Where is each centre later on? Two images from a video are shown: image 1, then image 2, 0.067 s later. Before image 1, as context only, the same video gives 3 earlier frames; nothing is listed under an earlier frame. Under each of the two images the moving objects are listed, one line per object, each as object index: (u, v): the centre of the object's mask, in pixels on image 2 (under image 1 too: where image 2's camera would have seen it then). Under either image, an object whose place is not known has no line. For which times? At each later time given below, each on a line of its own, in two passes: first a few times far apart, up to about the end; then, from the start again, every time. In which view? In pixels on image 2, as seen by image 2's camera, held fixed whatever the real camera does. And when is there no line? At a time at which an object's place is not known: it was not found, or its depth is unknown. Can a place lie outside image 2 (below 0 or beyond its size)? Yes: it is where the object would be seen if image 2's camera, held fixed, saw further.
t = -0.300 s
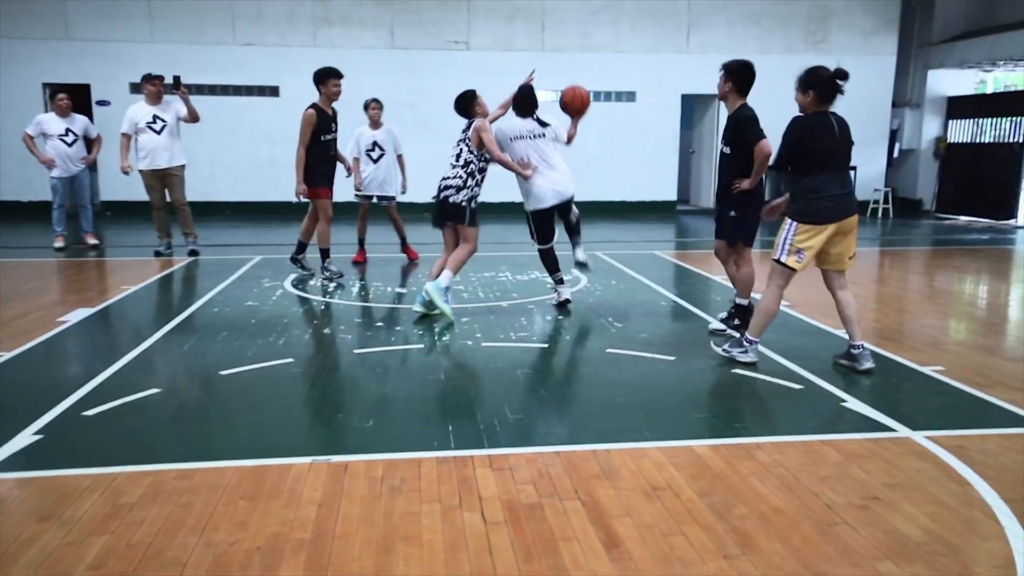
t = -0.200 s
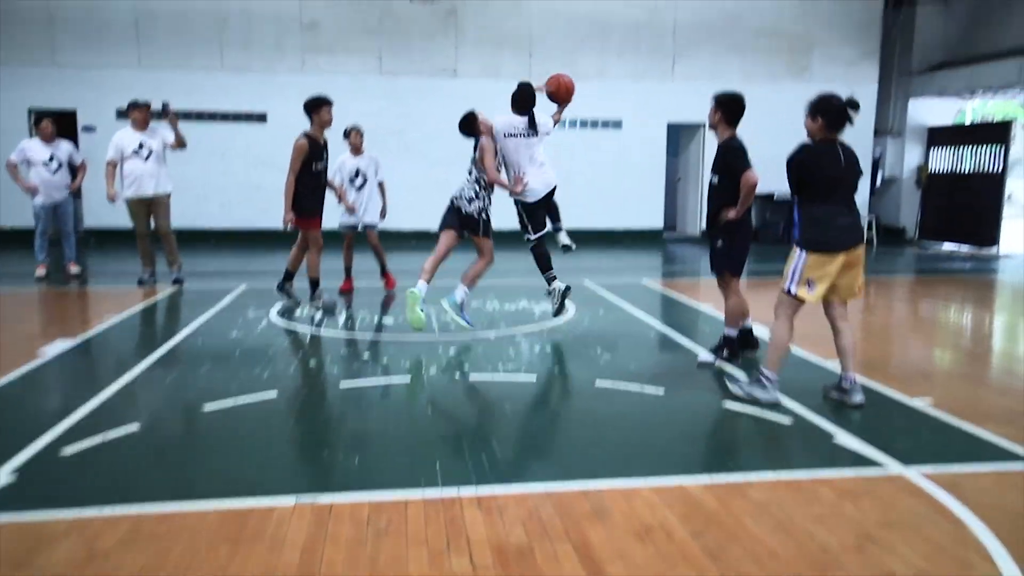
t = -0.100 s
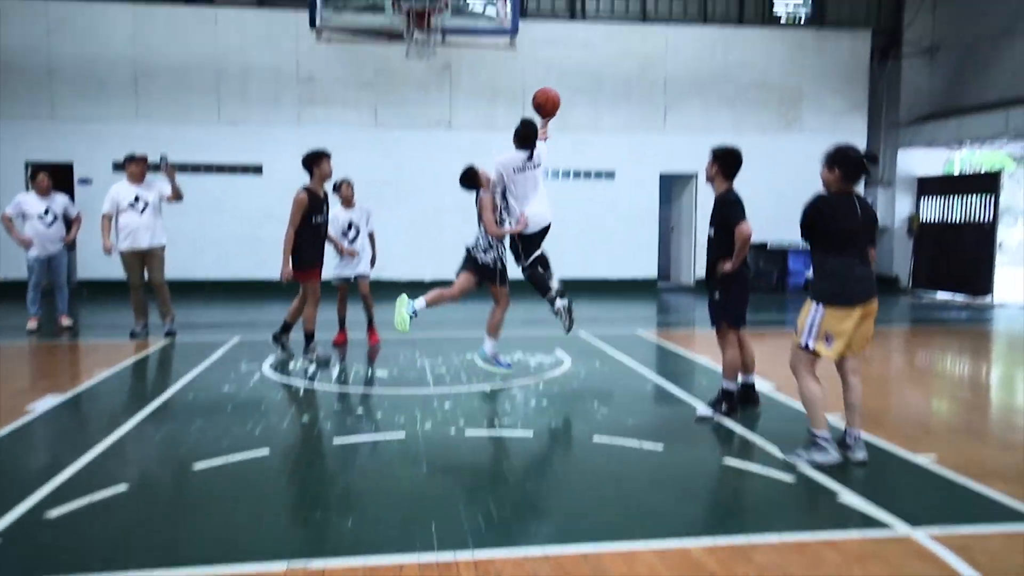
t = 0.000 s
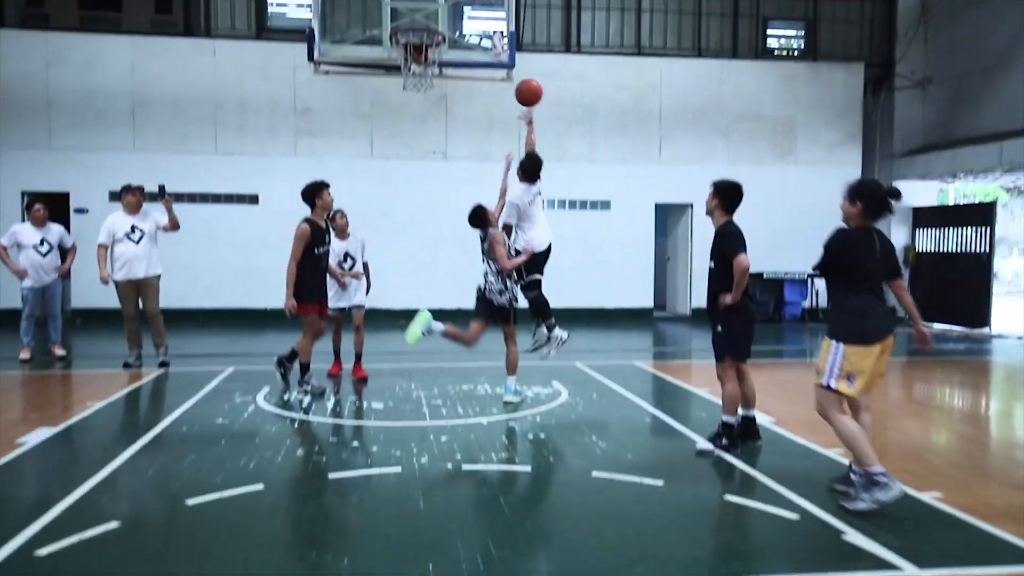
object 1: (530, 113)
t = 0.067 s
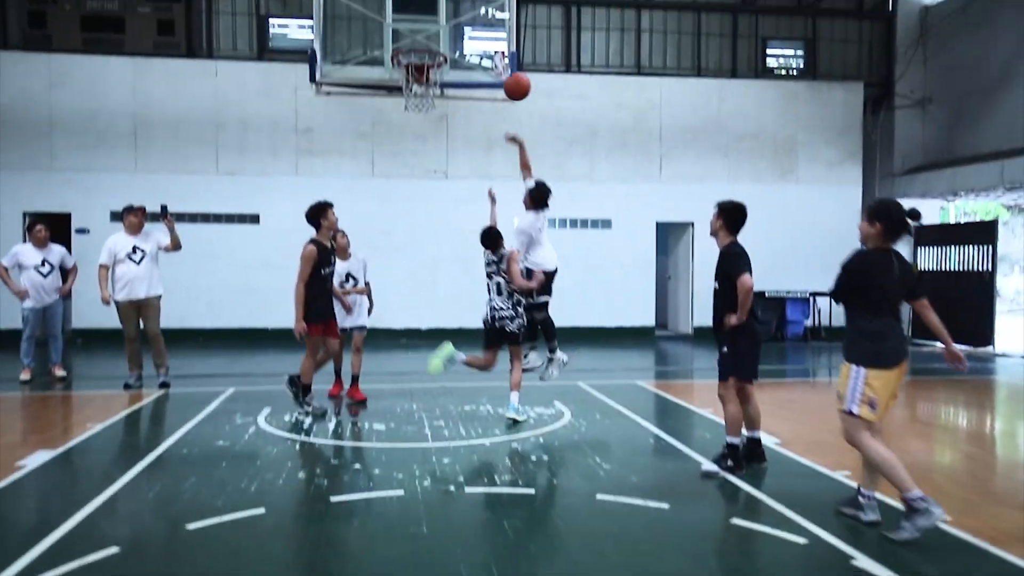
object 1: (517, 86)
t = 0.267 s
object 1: (481, 40)
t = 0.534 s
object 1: (441, 37)
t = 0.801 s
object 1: (415, 84)
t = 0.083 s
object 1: (514, 81)
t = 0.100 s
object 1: (511, 76)
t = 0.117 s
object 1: (508, 70)
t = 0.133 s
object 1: (505, 66)
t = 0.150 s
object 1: (501, 62)
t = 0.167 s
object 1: (499, 58)
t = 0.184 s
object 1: (496, 54)
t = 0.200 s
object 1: (492, 51)
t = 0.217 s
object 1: (489, 48)
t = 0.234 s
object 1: (487, 45)
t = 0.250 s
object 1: (484, 43)
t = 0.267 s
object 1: (481, 40)
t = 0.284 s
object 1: (478, 39)
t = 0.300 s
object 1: (475, 37)
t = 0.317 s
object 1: (472, 36)
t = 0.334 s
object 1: (469, 35)
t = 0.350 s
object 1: (466, 35)
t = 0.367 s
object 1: (463, 35)
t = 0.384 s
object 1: (460, 35)
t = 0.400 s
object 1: (457, 36)
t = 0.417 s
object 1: (454, 36)
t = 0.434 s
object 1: (452, 37)
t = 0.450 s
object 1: (448, 38)
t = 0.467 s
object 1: (447, 38)
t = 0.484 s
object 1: (445, 38)
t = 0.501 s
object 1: (444, 38)
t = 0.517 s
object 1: (442, 37)
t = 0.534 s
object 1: (441, 37)
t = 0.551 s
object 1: (439, 38)
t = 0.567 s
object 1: (437, 38)
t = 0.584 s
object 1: (436, 39)
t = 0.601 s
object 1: (434, 40)
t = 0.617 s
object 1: (432, 42)
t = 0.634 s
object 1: (431, 46)
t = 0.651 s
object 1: (430, 50)
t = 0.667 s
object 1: (428, 51)
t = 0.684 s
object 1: (426, 57)
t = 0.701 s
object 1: (424, 62)
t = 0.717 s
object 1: (421, 66)
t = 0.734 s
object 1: (421, 67)
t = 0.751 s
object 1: (420, 70)
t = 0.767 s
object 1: (418, 75)
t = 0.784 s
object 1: (417, 81)
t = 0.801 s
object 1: (415, 84)
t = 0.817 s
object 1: (414, 88)
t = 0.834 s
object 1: (413, 91)
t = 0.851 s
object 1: (413, 100)
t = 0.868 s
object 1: (413, 101)
